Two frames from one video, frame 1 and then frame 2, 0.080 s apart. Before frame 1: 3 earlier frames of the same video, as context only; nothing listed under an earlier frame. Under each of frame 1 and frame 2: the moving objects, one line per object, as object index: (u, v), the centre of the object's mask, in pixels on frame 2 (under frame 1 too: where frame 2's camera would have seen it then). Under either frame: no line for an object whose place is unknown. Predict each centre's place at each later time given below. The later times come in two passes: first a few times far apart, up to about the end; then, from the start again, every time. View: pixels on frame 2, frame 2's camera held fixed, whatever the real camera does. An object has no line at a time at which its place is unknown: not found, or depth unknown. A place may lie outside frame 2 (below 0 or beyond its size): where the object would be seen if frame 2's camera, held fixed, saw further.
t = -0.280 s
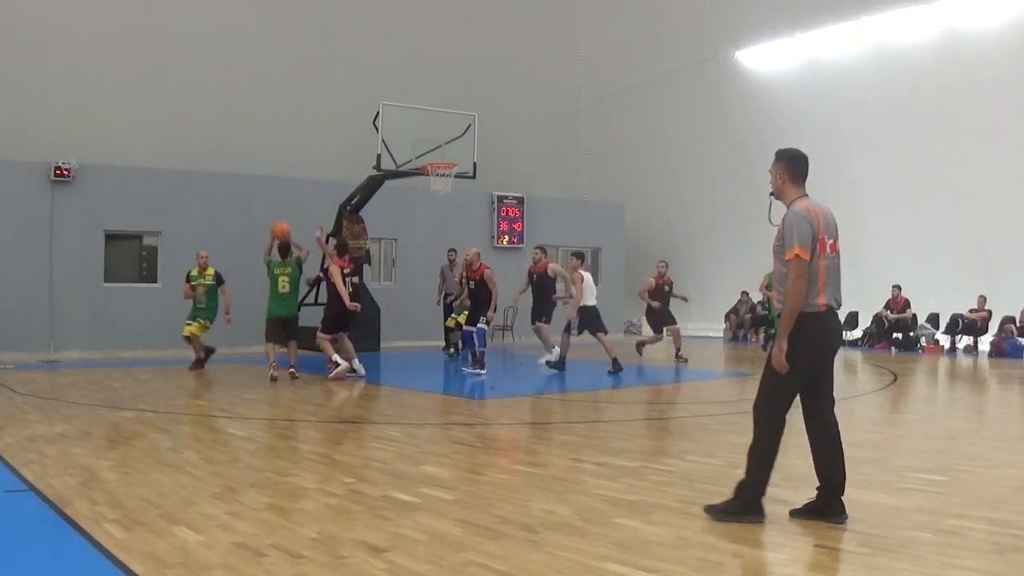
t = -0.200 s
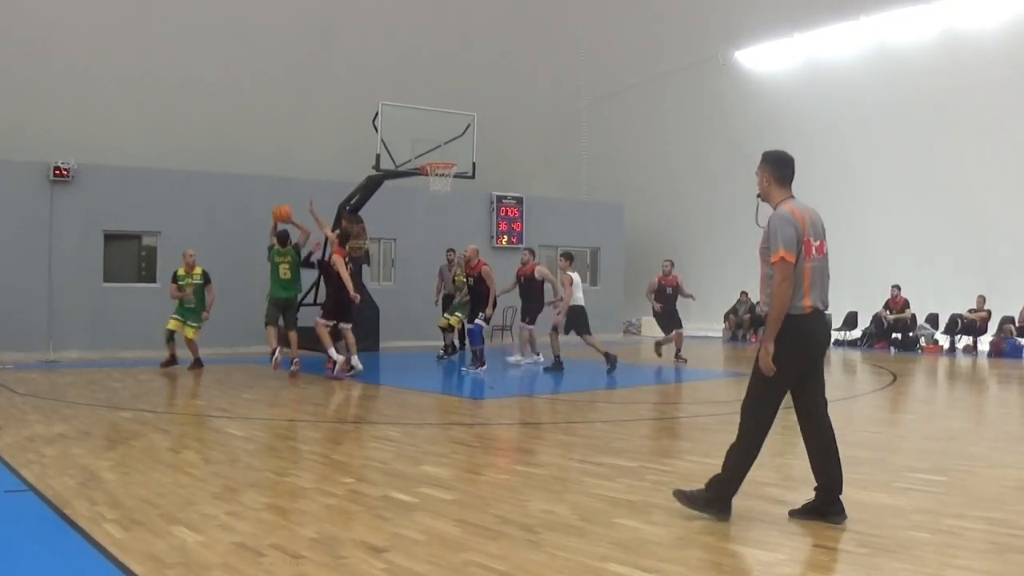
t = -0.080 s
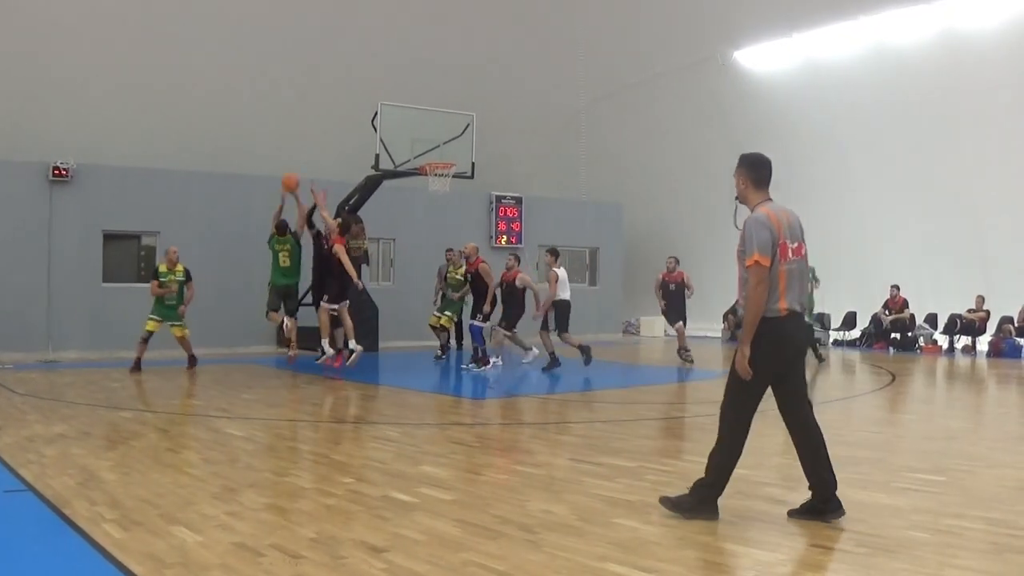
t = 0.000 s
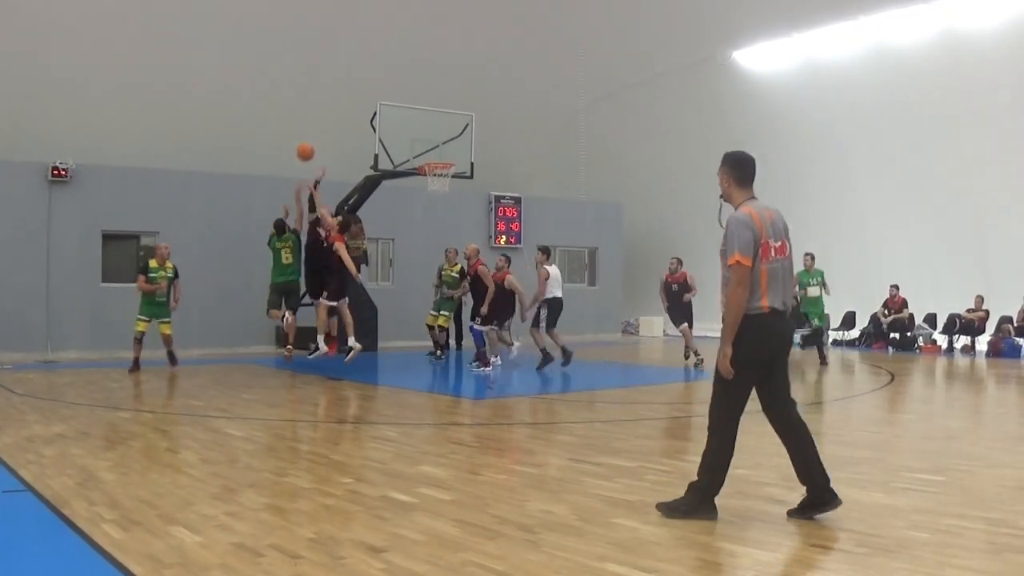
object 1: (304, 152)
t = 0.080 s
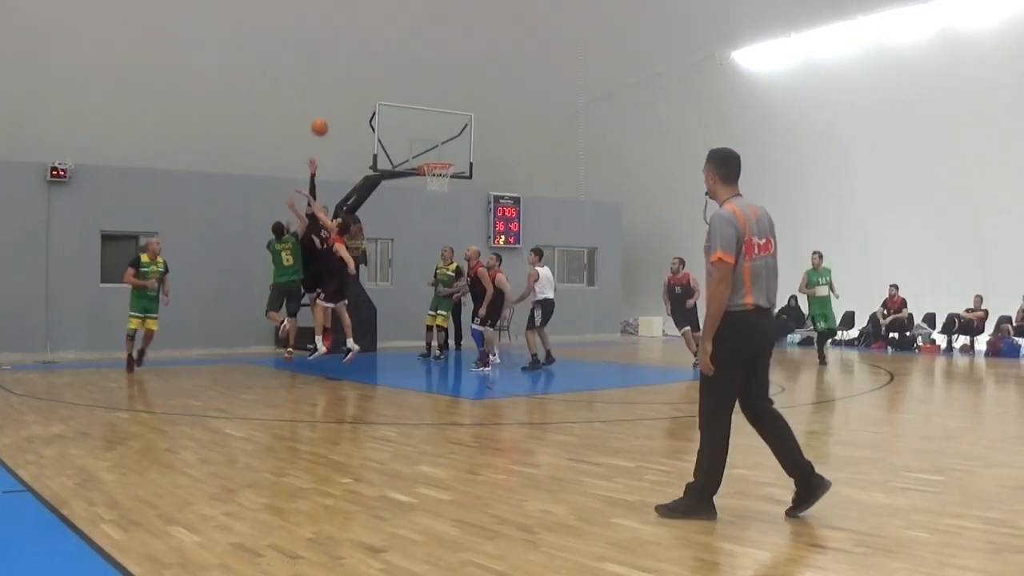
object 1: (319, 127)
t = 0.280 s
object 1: (354, 88)
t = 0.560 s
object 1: (397, 82)
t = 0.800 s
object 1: (428, 110)
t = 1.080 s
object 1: (461, 168)
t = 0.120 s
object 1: (326, 117)
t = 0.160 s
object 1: (334, 108)
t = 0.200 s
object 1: (341, 99)
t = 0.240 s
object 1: (347, 93)
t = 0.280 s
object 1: (354, 88)
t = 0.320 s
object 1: (360, 84)
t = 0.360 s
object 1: (367, 80)
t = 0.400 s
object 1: (373, 79)
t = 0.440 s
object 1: (379, 78)
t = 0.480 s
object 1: (385, 78)
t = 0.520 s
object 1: (391, 79)
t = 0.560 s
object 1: (397, 82)
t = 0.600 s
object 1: (402, 84)
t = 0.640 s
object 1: (408, 89)
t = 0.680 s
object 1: (413, 94)
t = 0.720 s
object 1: (418, 100)
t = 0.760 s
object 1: (422, 106)
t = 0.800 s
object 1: (428, 110)
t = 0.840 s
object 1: (433, 116)
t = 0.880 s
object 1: (437, 123)
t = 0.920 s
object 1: (442, 130)
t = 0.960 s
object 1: (447, 137)
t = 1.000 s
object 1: (451, 147)
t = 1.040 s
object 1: (457, 157)
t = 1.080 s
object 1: (461, 168)
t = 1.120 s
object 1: (466, 180)
